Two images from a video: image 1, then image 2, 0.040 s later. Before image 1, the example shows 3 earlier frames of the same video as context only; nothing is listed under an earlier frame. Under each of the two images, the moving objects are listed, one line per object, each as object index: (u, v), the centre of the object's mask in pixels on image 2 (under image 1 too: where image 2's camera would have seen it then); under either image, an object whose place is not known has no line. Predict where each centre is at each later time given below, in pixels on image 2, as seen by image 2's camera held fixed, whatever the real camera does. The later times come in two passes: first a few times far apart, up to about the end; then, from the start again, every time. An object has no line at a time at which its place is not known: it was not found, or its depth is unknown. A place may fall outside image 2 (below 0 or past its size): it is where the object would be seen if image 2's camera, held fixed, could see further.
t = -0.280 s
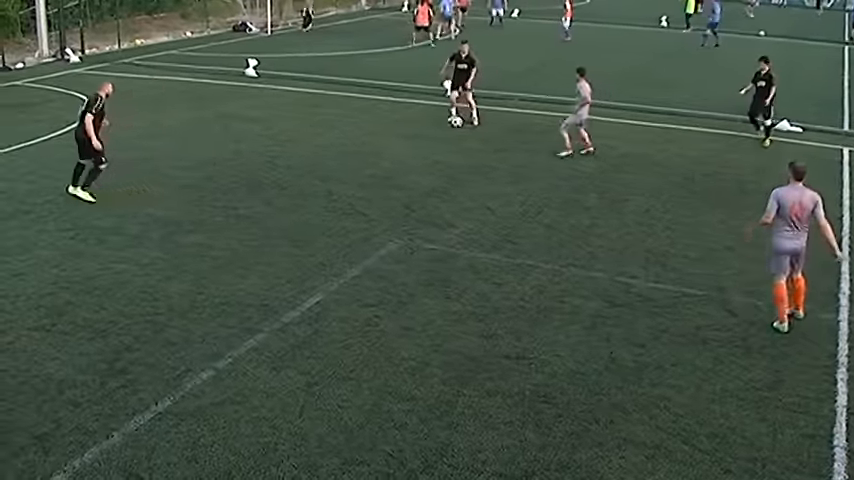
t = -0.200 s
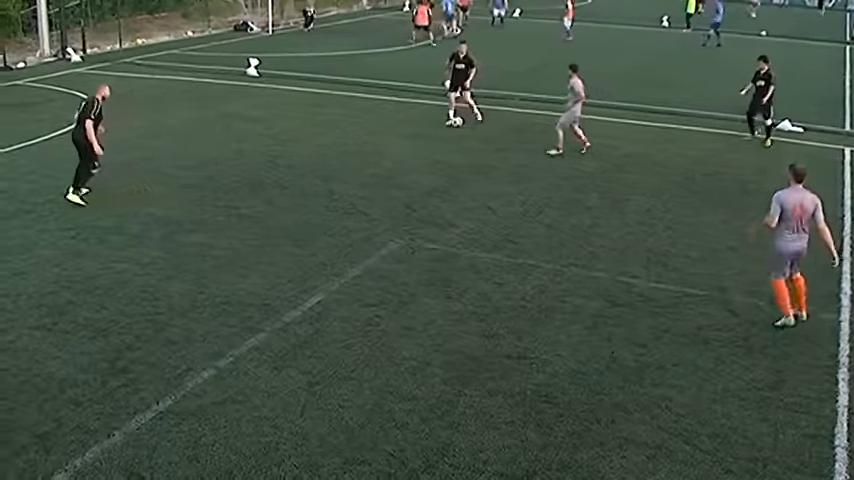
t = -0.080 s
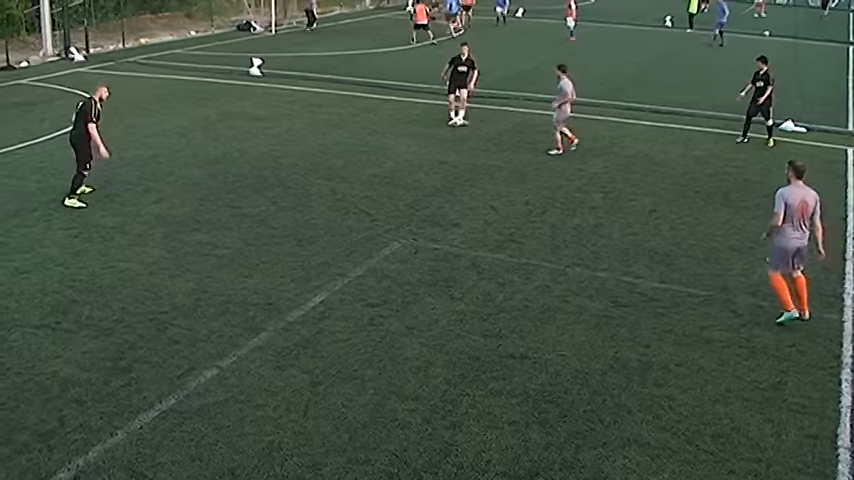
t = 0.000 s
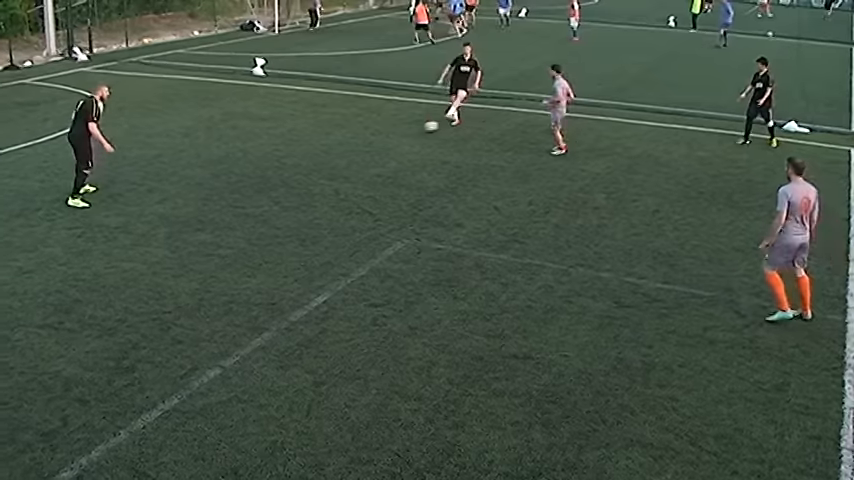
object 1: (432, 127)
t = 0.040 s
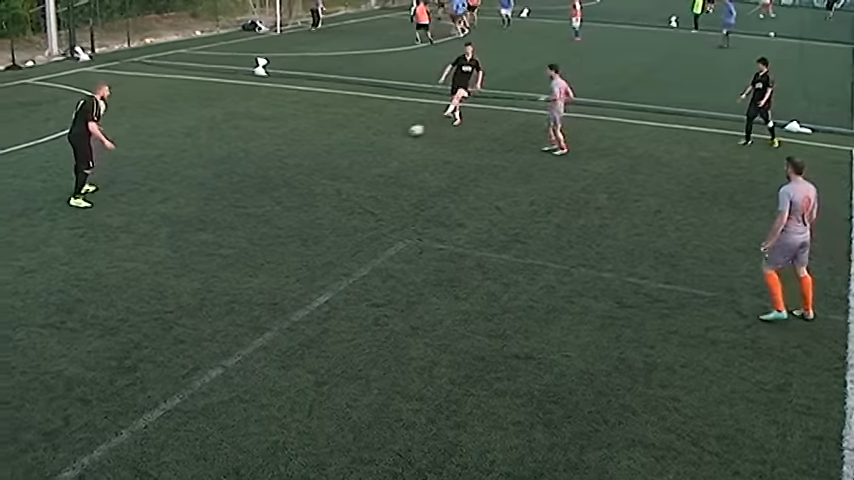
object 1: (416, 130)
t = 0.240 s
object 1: (337, 143)
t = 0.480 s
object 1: (241, 161)
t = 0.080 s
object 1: (401, 133)
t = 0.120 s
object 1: (385, 135)
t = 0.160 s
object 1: (369, 136)
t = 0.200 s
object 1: (353, 140)
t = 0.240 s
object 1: (337, 143)
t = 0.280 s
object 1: (321, 146)
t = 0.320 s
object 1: (305, 148)
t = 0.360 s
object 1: (289, 150)
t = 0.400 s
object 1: (274, 153)
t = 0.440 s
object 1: (256, 157)
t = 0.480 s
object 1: (241, 161)
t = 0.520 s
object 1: (227, 162)
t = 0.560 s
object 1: (211, 164)
